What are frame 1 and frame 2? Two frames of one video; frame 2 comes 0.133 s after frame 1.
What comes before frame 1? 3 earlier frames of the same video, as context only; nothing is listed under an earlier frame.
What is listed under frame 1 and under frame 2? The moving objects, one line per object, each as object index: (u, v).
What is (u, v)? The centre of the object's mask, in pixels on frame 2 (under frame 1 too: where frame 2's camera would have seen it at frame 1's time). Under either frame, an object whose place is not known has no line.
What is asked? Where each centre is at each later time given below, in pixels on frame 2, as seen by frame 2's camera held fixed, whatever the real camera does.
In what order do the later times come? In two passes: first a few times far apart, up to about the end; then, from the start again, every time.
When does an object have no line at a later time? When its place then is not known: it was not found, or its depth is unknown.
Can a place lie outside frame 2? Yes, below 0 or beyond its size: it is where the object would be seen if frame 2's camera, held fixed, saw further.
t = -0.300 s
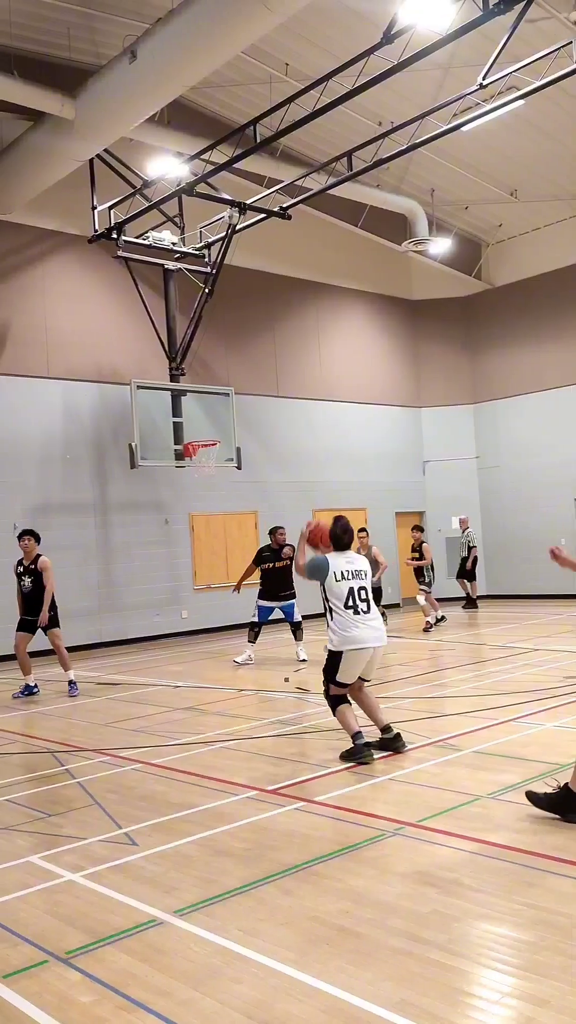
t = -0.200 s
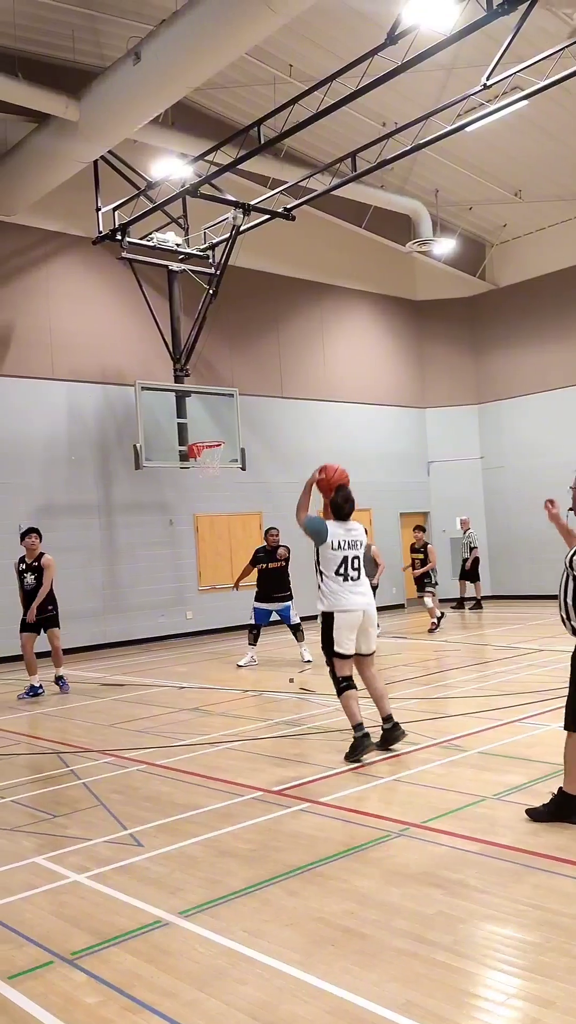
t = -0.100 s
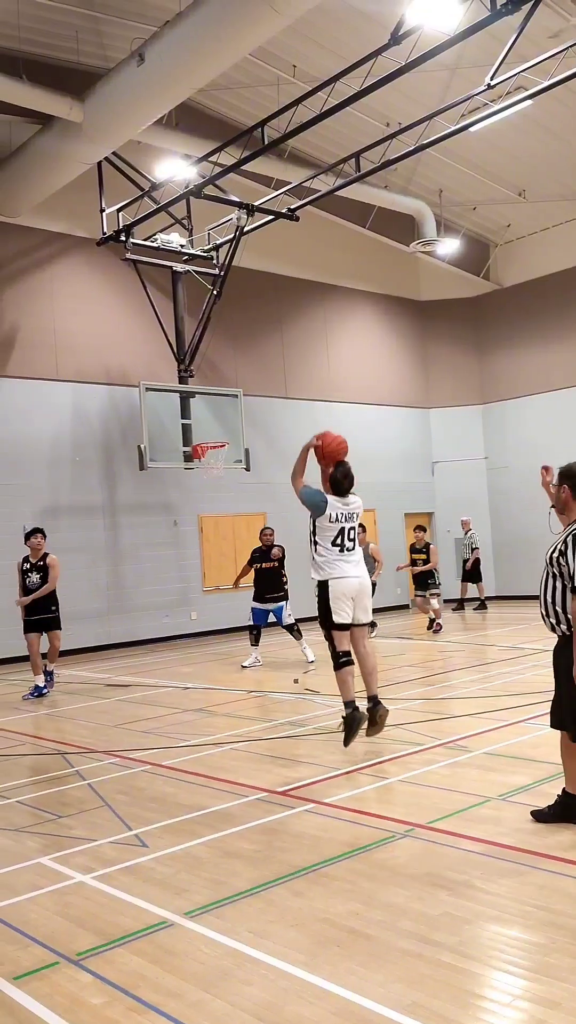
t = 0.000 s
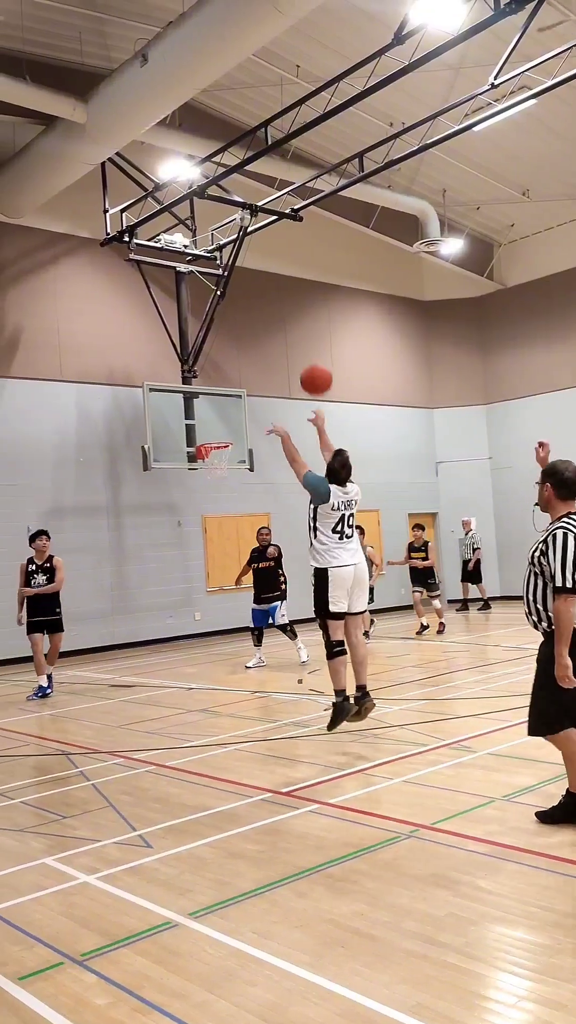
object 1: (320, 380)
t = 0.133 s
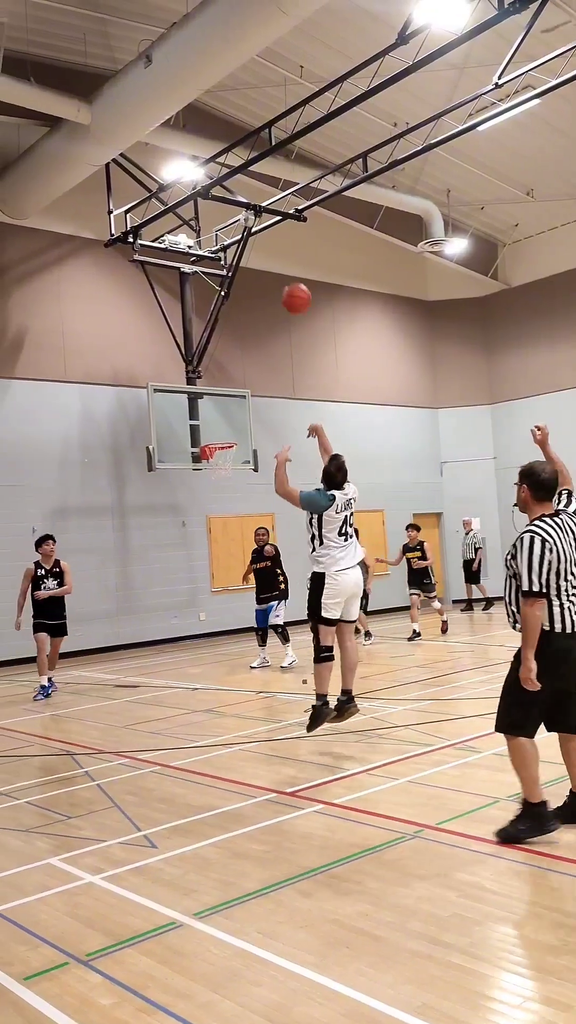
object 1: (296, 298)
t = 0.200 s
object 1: (287, 272)
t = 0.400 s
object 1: (263, 230)
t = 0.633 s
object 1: (245, 235)
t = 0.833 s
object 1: (236, 274)
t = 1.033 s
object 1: (229, 333)
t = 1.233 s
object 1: (227, 412)
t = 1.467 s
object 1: (225, 414)
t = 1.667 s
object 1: (225, 412)
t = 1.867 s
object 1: (227, 436)
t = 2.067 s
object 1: (237, 468)
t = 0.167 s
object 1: (292, 284)
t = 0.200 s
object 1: (287, 272)
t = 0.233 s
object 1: (282, 260)
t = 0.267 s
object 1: (278, 251)
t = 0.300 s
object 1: (274, 243)
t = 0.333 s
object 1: (270, 238)
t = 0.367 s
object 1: (266, 233)
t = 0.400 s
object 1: (263, 230)
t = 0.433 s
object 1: (260, 227)
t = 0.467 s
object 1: (256, 226)
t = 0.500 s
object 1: (254, 226)
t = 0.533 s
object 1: (251, 227)
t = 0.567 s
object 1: (249, 229)
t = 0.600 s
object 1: (246, 231)
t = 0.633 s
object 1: (245, 235)
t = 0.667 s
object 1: (243, 240)
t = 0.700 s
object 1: (241, 245)
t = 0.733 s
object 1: (239, 251)
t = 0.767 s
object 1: (238, 258)
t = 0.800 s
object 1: (237, 265)
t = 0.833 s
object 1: (236, 274)
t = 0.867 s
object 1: (234, 282)
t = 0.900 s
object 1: (233, 291)
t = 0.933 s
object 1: (232, 301)
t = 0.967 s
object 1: (231, 311)
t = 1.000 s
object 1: (230, 322)
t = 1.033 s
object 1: (229, 333)
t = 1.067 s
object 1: (228, 345)
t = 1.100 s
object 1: (228, 357)
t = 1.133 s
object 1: (228, 370)
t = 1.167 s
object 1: (227, 383)
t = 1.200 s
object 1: (227, 398)
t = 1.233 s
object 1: (227, 412)
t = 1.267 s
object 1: (226, 426)
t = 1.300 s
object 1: (226, 436)
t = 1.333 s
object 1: (226, 430)
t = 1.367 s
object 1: (226, 425)
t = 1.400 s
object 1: (225, 421)
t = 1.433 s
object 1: (225, 417)
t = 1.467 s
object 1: (225, 414)
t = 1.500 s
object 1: (225, 412)
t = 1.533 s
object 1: (225, 410)
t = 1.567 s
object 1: (225, 410)
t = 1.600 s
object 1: (225, 410)
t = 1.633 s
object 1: (225, 411)
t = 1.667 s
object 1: (225, 412)
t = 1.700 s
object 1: (226, 414)
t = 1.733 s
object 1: (226, 417)
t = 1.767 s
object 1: (226, 420)
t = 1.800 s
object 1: (226, 425)
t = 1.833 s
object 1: (227, 430)
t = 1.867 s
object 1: (227, 436)
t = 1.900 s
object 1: (228, 440)
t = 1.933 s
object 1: (228, 448)
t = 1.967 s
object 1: (228, 455)
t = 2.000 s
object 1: (231, 460)
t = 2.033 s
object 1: (235, 463)
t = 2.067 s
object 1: (237, 468)
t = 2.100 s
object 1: (237, 474)
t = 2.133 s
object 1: (238, 480)
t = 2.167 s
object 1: (240, 487)
